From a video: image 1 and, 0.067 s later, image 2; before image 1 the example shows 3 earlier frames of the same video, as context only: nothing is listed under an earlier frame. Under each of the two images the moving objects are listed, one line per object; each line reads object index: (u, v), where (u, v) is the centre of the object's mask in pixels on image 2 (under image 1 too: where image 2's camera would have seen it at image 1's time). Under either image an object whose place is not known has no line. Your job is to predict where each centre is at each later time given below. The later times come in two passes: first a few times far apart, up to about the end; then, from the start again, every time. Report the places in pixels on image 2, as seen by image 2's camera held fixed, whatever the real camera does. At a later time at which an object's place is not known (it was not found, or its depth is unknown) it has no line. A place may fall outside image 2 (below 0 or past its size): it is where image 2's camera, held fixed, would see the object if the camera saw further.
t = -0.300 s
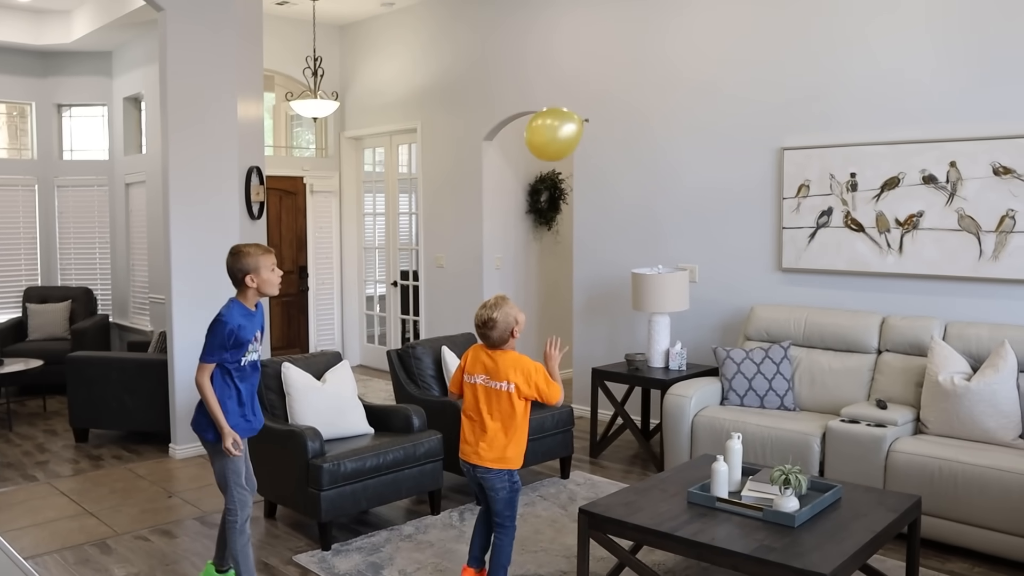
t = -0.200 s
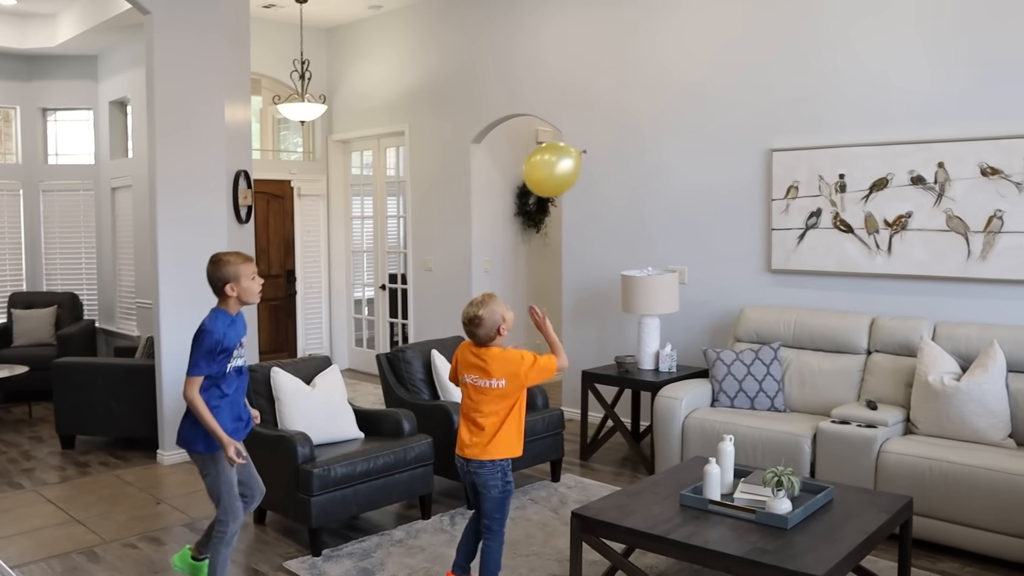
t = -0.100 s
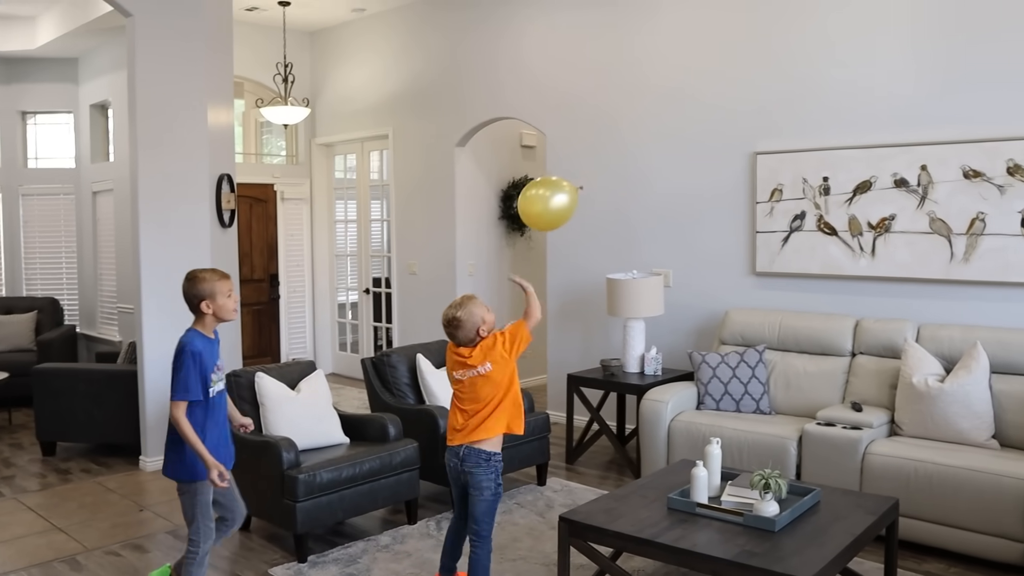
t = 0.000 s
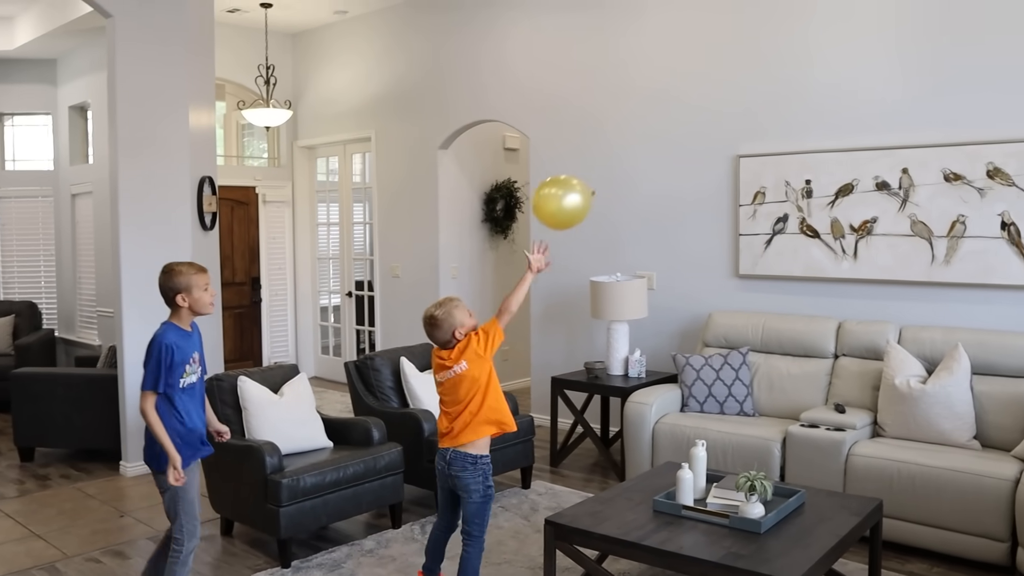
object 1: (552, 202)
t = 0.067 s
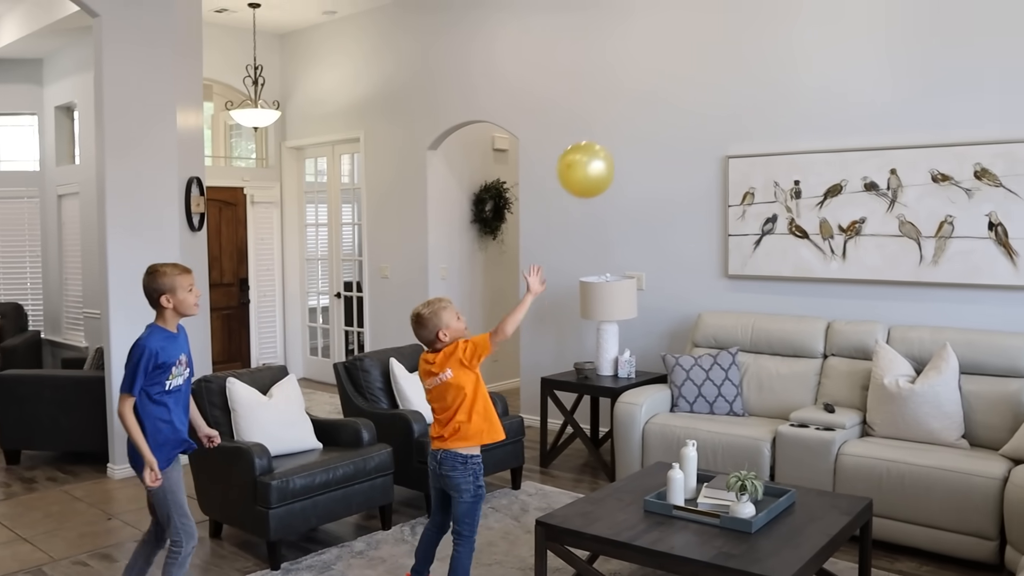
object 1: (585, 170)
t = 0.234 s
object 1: (660, 104)
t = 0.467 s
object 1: (720, 63)
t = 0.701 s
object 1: (746, 74)
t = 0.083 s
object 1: (594, 162)
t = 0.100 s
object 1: (602, 154)
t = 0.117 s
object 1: (610, 147)
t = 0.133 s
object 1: (618, 140)
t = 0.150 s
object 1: (626, 133)
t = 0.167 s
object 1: (634, 127)
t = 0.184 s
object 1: (641, 121)
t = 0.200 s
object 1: (647, 115)
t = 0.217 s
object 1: (654, 109)
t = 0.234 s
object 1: (660, 104)
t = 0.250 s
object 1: (666, 100)
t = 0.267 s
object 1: (672, 95)
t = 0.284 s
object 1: (677, 91)
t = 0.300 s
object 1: (682, 87)
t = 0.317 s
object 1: (687, 84)
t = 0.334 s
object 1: (691, 81)
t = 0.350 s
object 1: (696, 78)
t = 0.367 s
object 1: (700, 75)
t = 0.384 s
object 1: (703, 72)
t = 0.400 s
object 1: (707, 70)
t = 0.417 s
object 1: (711, 68)
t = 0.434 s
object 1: (714, 66)
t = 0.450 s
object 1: (717, 65)
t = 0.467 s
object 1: (720, 63)
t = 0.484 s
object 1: (723, 62)
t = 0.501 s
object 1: (726, 62)
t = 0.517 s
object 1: (728, 61)
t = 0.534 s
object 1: (731, 61)
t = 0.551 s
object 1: (733, 61)
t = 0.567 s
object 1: (735, 61)
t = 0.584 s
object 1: (737, 62)
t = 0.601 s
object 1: (739, 63)
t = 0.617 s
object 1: (740, 64)
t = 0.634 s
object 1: (742, 66)
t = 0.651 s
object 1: (743, 67)
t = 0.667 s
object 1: (744, 69)
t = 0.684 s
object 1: (745, 72)
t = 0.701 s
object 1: (746, 74)
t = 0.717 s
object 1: (747, 77)
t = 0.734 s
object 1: (747, 80)
